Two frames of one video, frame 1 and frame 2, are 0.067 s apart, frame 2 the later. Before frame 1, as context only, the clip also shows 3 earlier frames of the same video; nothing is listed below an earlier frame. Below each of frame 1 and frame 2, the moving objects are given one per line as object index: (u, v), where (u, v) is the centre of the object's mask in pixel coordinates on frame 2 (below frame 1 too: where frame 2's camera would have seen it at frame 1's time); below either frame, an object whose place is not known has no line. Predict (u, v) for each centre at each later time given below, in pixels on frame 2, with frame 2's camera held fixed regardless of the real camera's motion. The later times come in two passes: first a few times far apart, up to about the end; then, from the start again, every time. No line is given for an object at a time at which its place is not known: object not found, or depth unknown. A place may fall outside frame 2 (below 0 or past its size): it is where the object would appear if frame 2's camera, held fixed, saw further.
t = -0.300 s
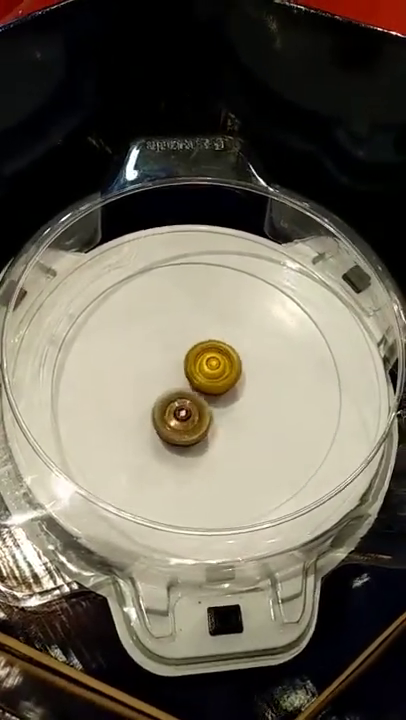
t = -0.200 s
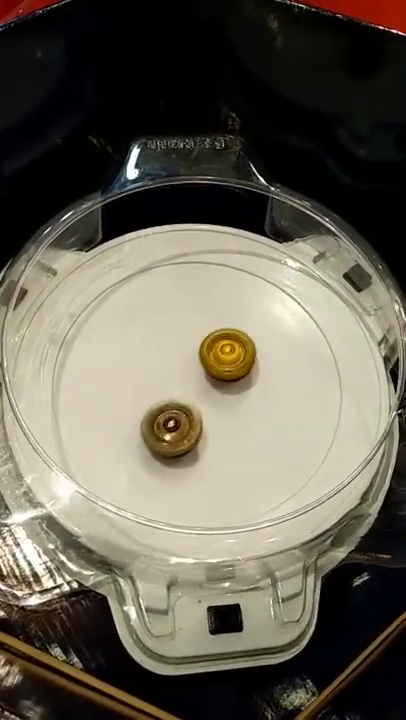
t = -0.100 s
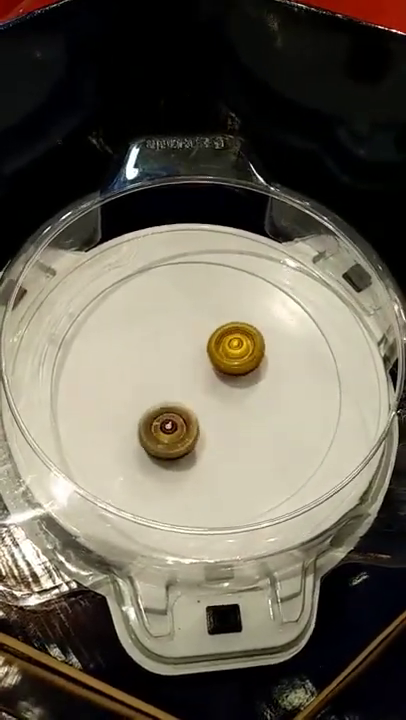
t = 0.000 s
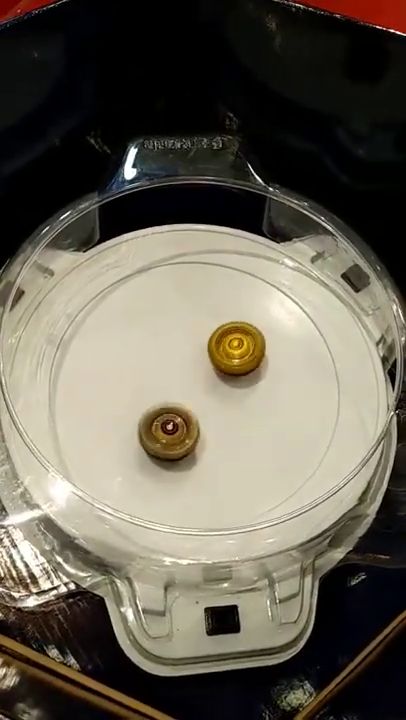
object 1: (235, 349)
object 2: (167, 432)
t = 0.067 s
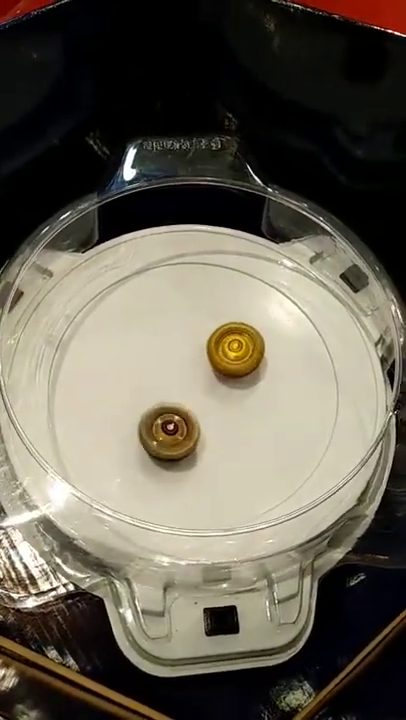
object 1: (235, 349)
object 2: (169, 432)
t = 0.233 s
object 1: (229, 351)
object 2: (174, 428)
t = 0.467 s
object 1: (212, 360)
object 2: (186, 422)
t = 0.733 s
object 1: (200, 368)
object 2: (199, 431)
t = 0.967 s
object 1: (195, 378)
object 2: (208, 435)
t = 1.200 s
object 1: (192, 380)
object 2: (209, 437)
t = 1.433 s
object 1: (189, 369)
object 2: (208, 433)
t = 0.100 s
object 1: (235, 349)
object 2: (169, 431)
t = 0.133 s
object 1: (234, 349)
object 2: (170, 430)
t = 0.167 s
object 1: (232, 350)
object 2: (172, 430)
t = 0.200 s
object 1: (230, 350)
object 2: (173, 429)
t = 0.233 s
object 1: (229, 351)
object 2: (174, 428)
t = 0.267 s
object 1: (226, 351)
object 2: (175, 427)
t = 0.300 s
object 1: (224, 352)
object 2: (177, 426)
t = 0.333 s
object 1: (222, 353)
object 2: (179, 425)
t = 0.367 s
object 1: (219, 355)
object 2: (180, 424)
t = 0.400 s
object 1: (217, 356)
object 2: (182, 423)
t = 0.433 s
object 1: (215, 358)
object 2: (184, 422)
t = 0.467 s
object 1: (212, 360)
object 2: (186, 422)
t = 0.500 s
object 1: (210, 362)
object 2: (188, 421)
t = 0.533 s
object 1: (209, 364)
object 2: (190, 420)
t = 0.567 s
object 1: (207, 365)
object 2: (192, 421)
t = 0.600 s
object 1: (205, 365)
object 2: (193, 423)
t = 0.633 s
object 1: (204, 366)
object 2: (194, 425)
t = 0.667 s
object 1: (202, 368)
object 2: (197, 424)
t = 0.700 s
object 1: (201, 369)
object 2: (199, 427)
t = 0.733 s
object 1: (200, 368)
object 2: (199, 431)
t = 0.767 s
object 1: (199, 369)
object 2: (201, 432)
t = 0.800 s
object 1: (199, 370)
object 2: (202, 434)
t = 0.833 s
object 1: (198, 372)
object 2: (204, 434)
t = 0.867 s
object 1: (197, 374)
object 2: (205, 435)
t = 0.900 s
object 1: (197, 375)
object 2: (206, 435)
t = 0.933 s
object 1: (196, 377)
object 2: (207, 435)
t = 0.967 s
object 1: (195, 378)
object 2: (208, 435)
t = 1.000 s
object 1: (195, 379)
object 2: (208, 435)
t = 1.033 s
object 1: (194, 379)
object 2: (209, 436)
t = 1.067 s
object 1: (194, 380)
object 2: (209, 436)
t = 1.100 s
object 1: (193, 380)
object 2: (209, 436)
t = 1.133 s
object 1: (193, 381)
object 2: (209, 436)
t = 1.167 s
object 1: (192, 381)
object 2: (210, 437)
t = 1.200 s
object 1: (192, 380)
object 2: (209, 437)
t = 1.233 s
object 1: (191, 380)
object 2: (209, 436)
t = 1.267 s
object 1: (191, 379)
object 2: (210, 437)
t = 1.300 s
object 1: (190, 375)
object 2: (209, 440)
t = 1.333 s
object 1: (190, 373)
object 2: (208, 438)
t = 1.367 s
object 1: (189, 372)
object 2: (208, 437)
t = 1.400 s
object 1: (189, 370)
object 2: (209, 435)
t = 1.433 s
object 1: (189, 369)
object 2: (208, 433)
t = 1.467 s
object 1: (189, 368)
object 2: (209, 432)
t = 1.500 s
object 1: (189, 368)
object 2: (209, 430)
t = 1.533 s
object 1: (189, 367)
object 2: (208, 429)
